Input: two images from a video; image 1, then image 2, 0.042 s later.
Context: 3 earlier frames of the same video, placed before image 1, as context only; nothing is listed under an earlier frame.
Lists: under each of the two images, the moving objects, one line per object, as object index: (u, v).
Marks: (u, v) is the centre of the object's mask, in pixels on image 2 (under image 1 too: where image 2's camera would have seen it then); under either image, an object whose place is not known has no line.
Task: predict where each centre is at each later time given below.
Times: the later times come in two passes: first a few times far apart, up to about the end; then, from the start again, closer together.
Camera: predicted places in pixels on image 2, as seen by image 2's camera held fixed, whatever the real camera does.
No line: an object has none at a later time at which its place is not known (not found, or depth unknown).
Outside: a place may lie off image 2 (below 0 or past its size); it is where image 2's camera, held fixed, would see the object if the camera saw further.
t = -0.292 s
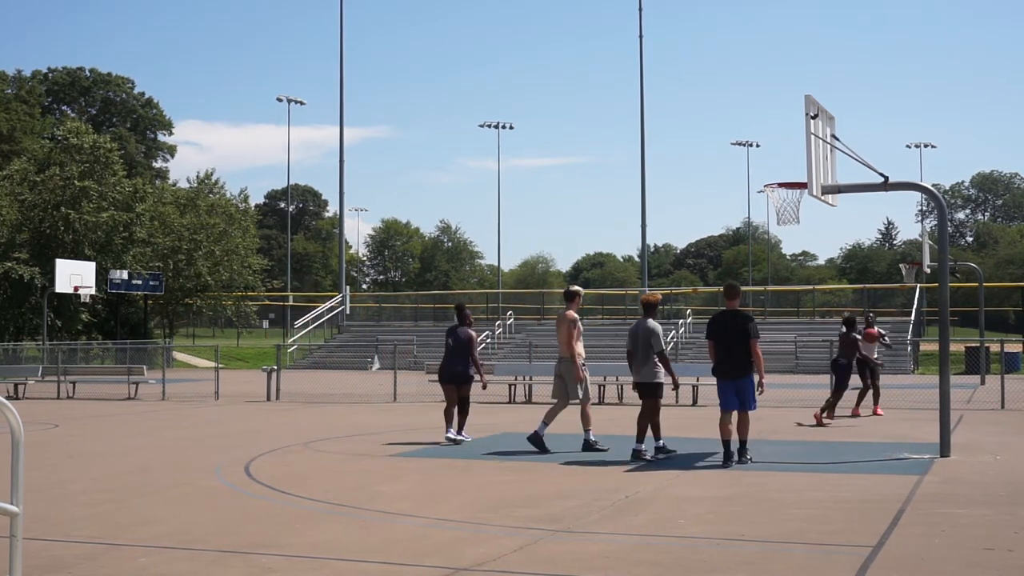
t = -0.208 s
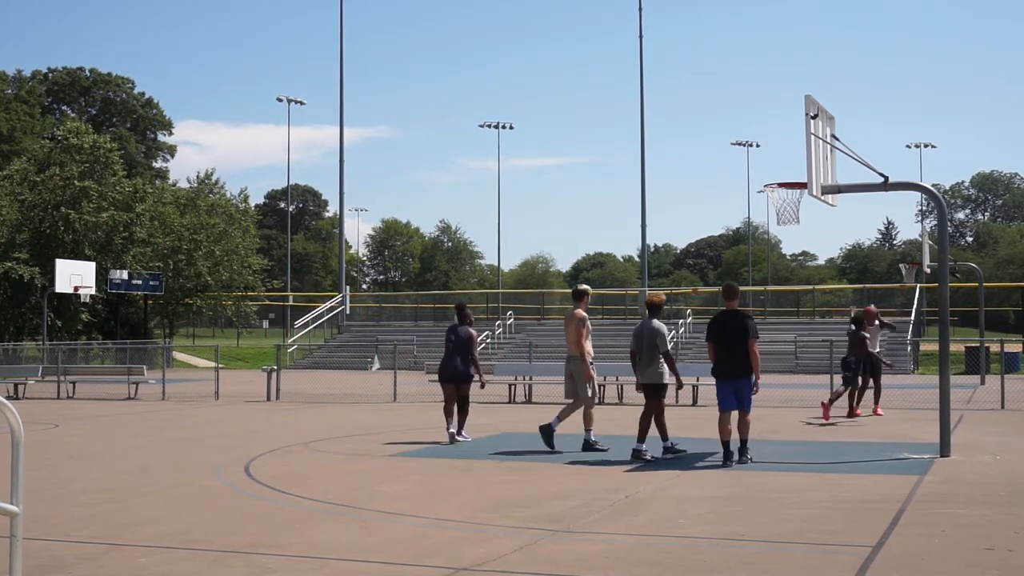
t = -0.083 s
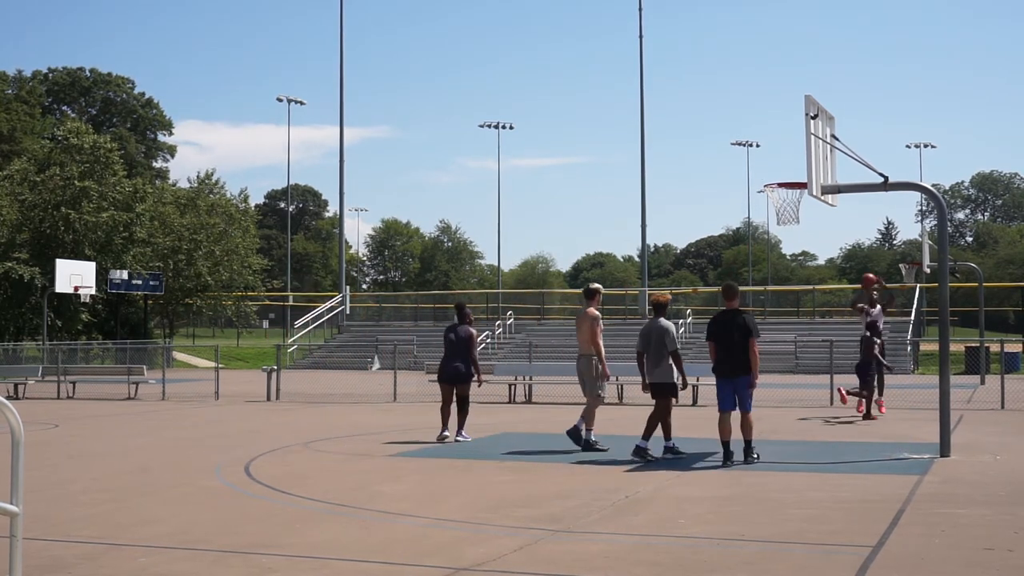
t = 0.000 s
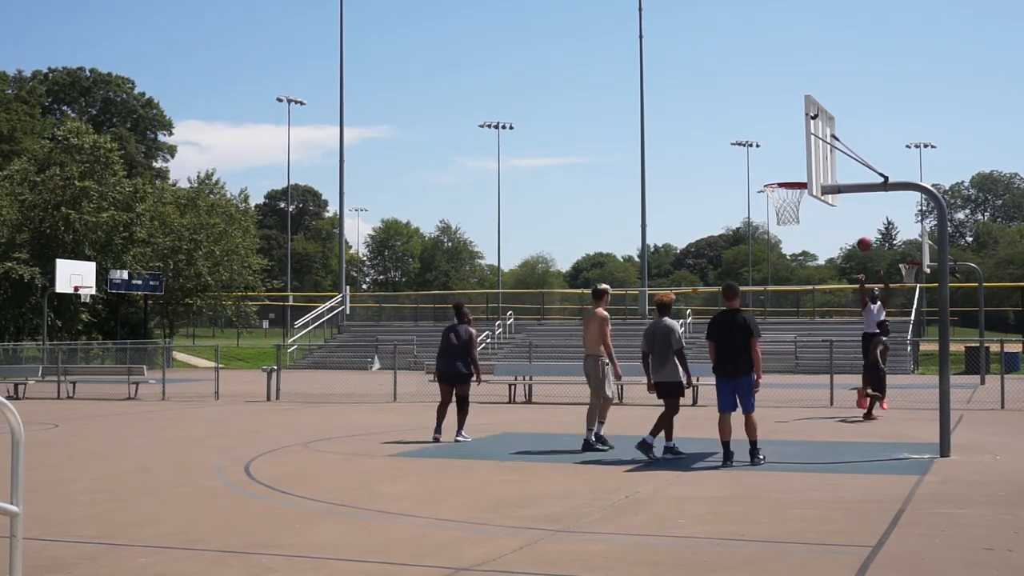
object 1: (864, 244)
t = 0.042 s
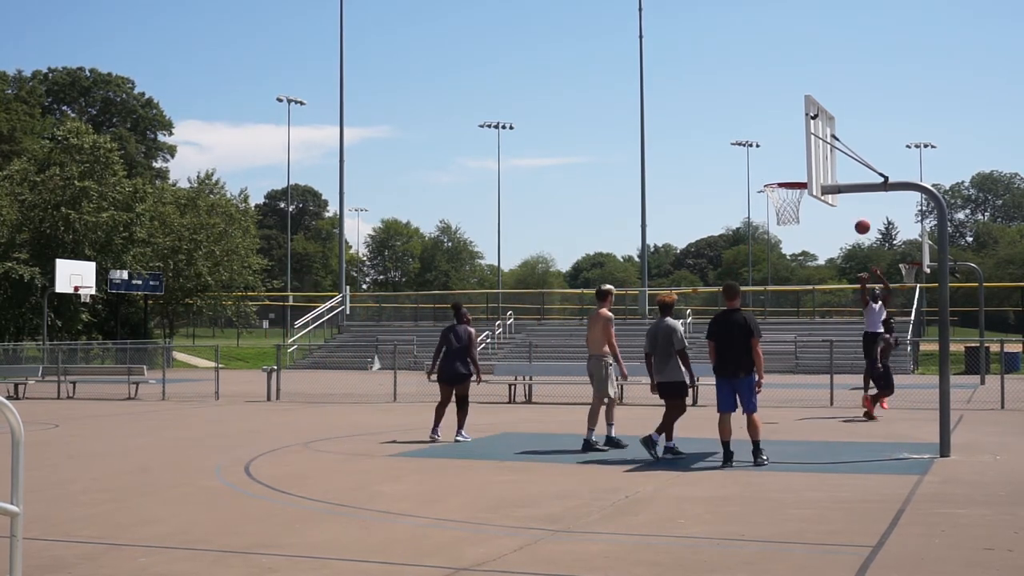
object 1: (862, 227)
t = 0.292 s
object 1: (850, 139)
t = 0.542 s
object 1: (837, 86)
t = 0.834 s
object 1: (822, 77)
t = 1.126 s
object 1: (801, 137)
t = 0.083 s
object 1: (860, 210)
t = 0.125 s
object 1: (858, 197)
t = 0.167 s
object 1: (855, 178)
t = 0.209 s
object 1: (853, 166)
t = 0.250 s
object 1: (851, 152)
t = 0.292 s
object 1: (850, 139)
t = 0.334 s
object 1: (847, 128)
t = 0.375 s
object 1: (845, 118)
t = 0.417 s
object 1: (843, 109)
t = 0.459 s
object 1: (841, 100)
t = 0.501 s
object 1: (839, 93)
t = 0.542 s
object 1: (837, 86)
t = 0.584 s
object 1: (835, 81)
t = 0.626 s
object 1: (833, 77)
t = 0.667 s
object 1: (831, 75)
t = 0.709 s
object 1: (829, 73)
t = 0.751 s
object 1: (826, 73)
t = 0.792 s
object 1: (824, 74)
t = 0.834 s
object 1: (822, 77)
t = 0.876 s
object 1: (820, 81)
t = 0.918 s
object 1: (818, 86)
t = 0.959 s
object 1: (817, 92)
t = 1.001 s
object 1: (817, 97)
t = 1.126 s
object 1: (801, 137)
